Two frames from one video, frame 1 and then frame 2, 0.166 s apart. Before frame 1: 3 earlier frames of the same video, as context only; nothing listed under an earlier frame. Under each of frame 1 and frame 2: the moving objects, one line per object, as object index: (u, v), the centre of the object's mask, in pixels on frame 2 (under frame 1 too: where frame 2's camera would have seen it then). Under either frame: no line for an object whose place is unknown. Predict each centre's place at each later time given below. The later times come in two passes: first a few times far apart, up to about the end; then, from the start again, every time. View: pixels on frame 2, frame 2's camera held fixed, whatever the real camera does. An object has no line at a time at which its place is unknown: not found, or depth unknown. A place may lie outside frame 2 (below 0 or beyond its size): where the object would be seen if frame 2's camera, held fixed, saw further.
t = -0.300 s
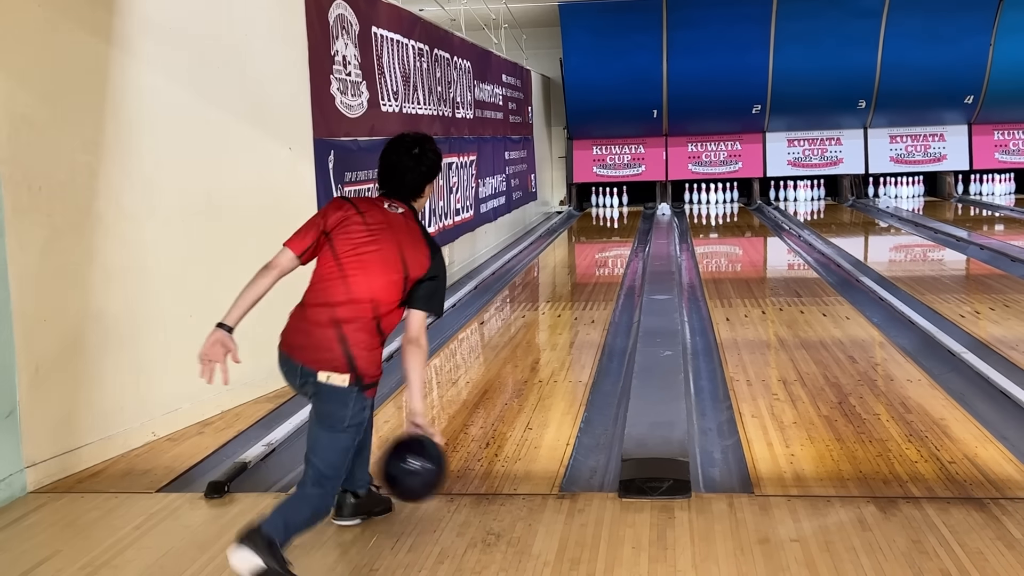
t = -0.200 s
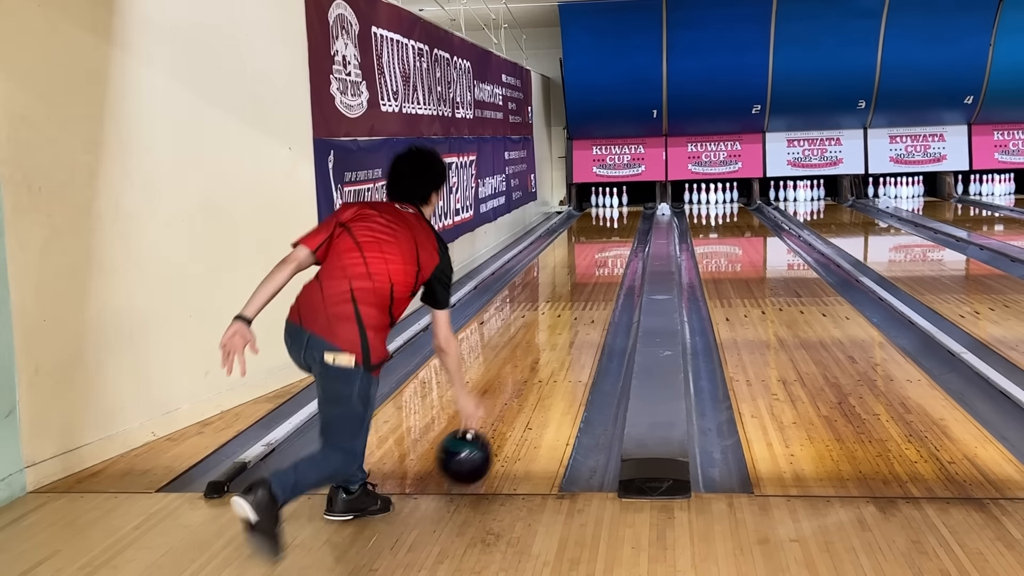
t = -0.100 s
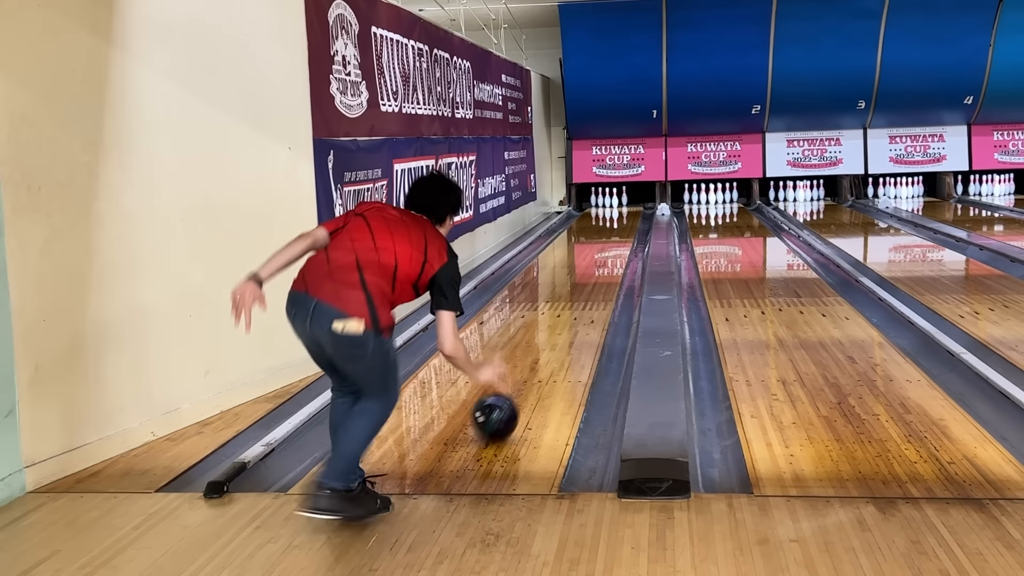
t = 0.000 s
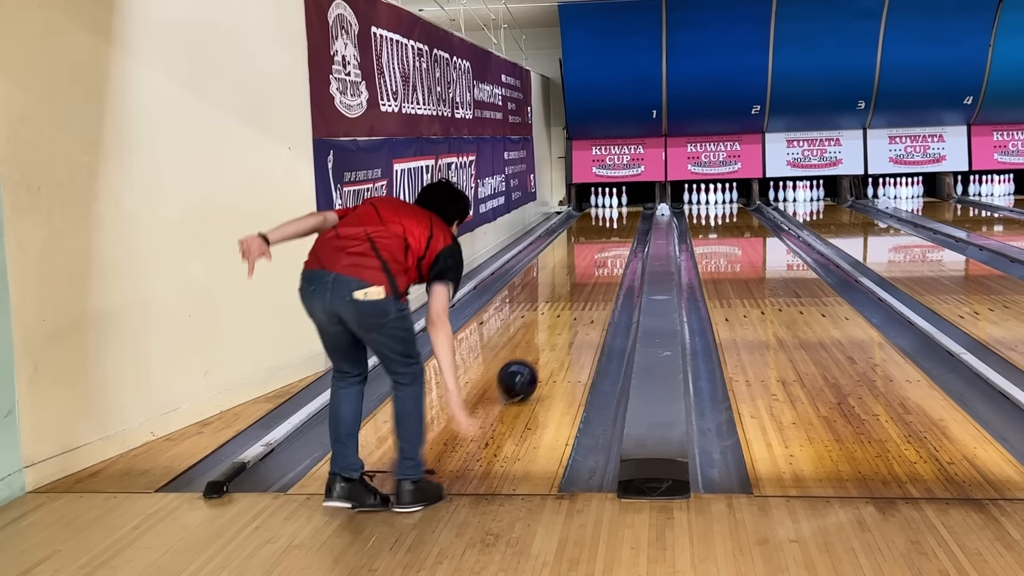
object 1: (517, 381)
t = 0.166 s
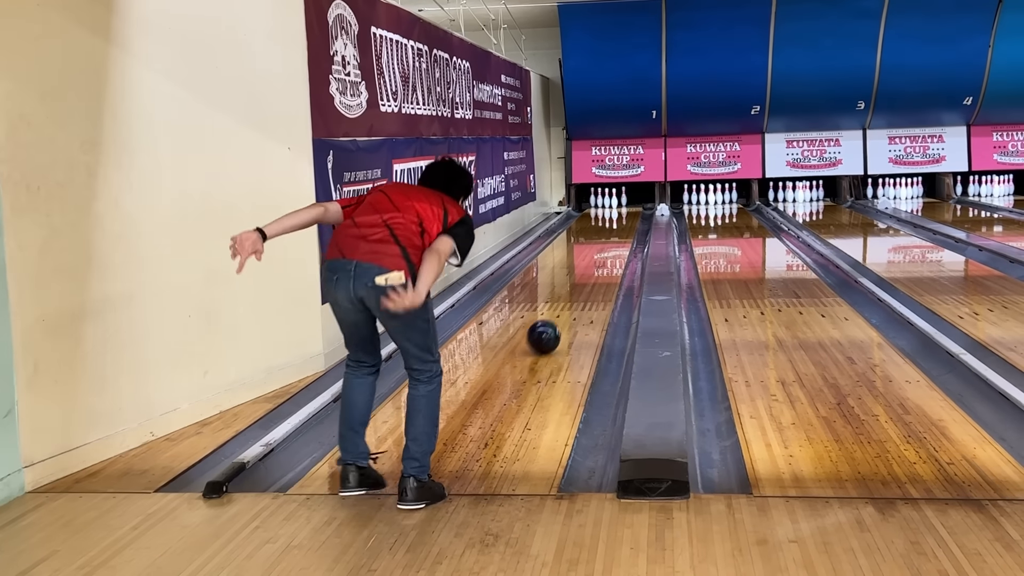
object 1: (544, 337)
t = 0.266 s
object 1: (555, 318)
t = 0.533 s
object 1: (577, 282)
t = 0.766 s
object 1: (590, 260)
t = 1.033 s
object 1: (601, 242)
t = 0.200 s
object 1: (548, 330)
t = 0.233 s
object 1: (552, 324)
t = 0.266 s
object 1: (555, 318)
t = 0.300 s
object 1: (558, 312)
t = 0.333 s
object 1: (562, 307)
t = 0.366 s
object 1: (565, 302)
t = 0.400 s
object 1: (568, 298)
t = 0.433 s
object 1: (570, 294)
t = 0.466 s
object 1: (573, 290)
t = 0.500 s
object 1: (575, 285)
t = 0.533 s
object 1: (577, 282)
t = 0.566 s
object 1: (580, 278)
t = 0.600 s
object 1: (582, 275)
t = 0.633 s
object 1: (584, 271)
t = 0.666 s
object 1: (585, 268)
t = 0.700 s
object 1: (587, 265)
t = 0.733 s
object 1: (589, 262)
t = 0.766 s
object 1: (590, 260)
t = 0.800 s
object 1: (592, 257)
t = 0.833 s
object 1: (593, 255)
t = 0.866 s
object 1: (595, 253)
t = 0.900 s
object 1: (596, 250)
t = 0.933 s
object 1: (598, 248)
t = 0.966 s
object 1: (599, 246)
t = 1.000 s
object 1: (600, 244)
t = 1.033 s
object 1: (601, 242)
